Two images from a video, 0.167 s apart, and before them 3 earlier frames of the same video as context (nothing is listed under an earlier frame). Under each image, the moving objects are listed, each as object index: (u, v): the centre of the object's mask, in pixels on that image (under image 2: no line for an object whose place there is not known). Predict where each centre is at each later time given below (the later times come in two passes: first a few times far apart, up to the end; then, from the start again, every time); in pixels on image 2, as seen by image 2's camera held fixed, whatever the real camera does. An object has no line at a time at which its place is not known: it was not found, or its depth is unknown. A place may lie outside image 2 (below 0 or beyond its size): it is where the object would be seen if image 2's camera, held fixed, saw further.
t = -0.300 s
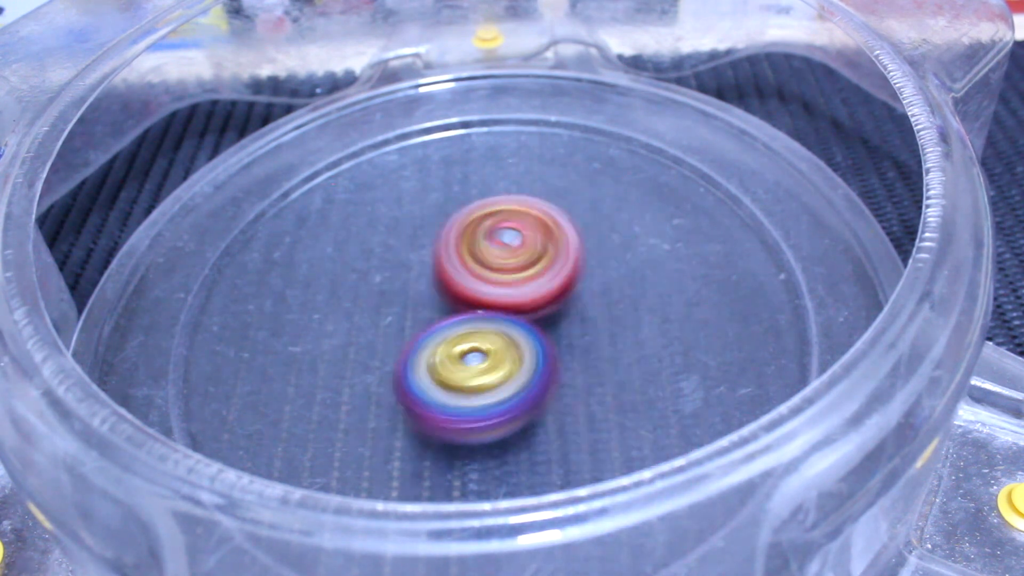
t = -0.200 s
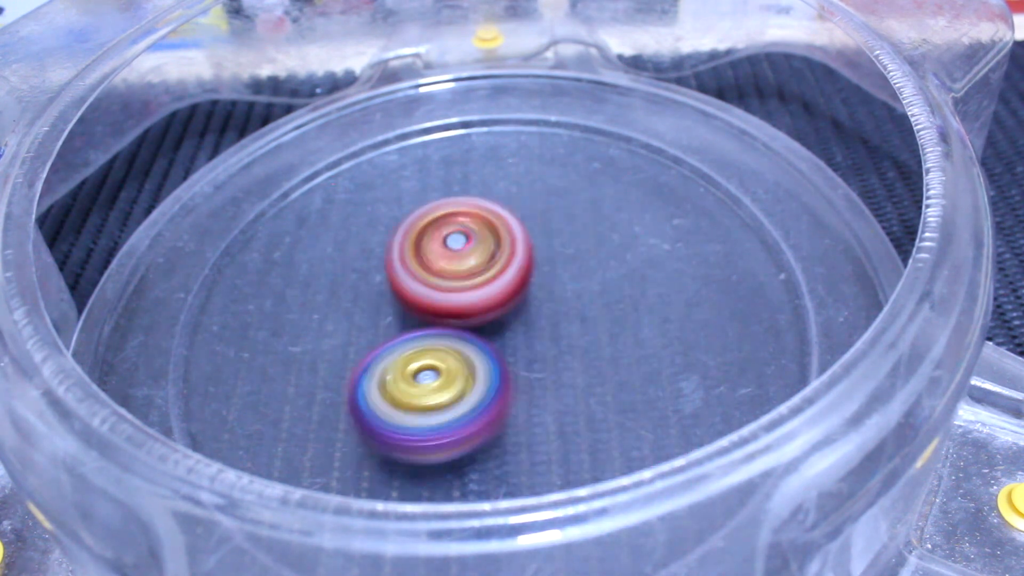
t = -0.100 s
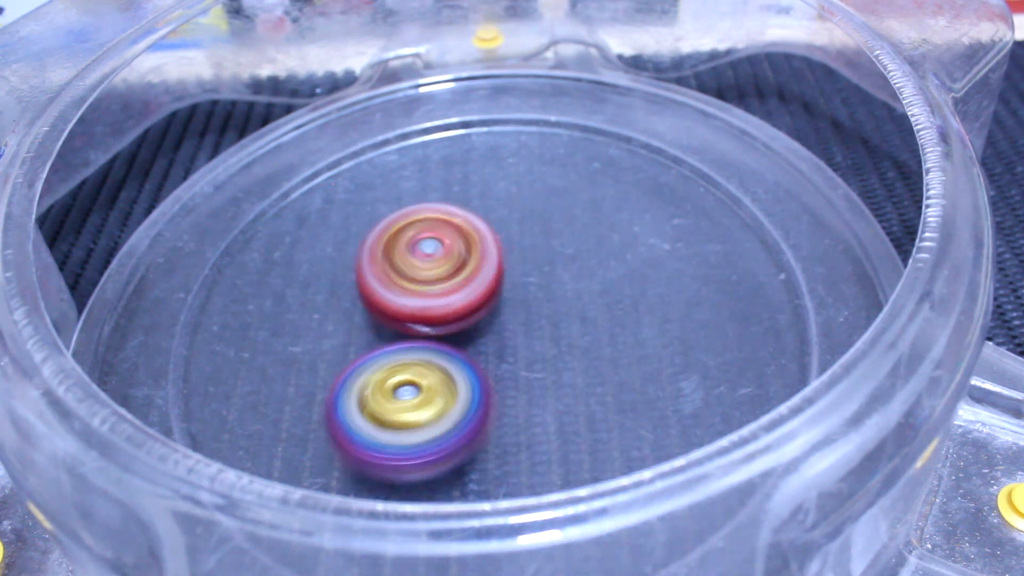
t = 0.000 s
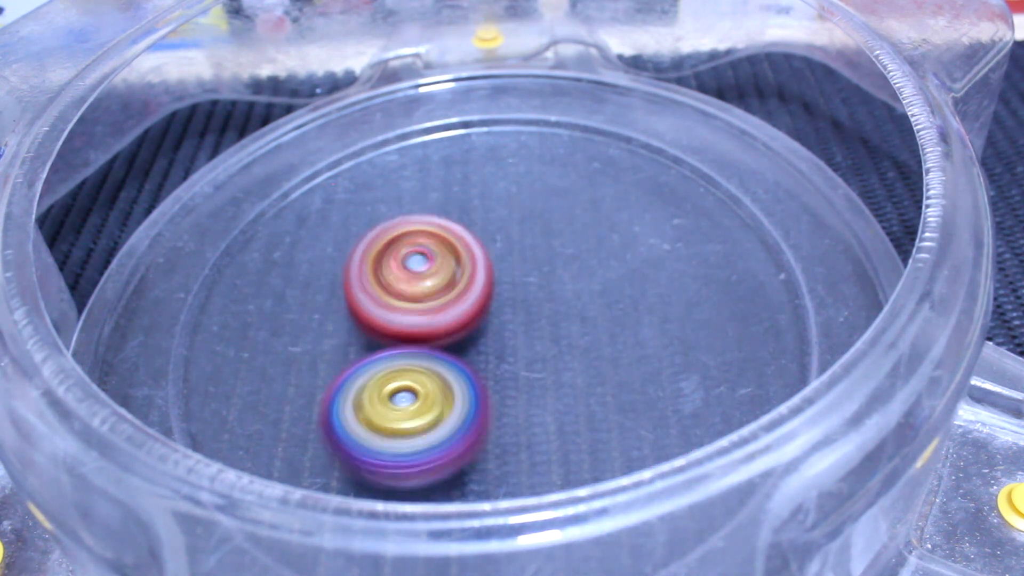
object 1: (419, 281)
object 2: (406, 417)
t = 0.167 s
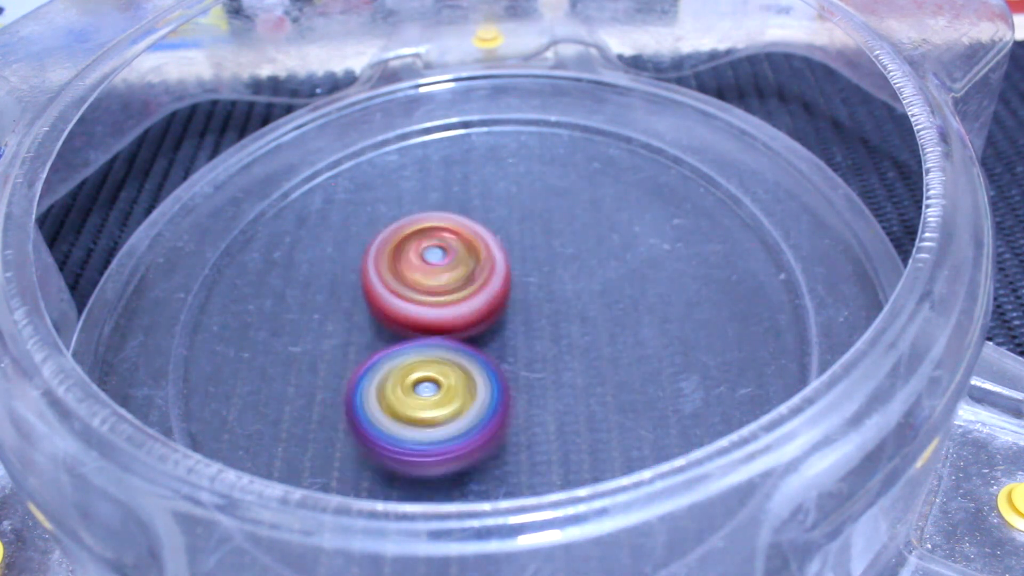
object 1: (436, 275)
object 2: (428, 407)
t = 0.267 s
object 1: (448, 261)
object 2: (432, 386)
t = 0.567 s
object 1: (514, 249)
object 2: (446, 387)
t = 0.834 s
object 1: (576, 279)
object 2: (395, 385)
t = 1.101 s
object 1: (558, 266)
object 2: (299, 406)
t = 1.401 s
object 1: (516, 308)
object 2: (375, 397)
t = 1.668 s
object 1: (562, 284)
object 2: (363, 325)
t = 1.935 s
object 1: (505, 275)
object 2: (337, 280)
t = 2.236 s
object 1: (486, 298)
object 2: (326, 297)
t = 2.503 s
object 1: (629, 323)
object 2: (241, 333)
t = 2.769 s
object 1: (554, 371)
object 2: (412, 311)
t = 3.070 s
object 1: (525, 348)
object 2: (439, 194)
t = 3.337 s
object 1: (479, 361)
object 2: (412, 199)
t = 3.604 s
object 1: (426, 430)
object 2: (371, 210)
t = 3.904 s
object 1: (473, 387)
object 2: (478, 246)
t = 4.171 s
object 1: (538, 346)
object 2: (527, 222)
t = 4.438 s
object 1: (535, 357)
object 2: (499, 204)
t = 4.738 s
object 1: (517, 452)
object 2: (429, 151)
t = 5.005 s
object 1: (491, 455)
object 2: (413, 275)
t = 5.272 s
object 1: (484, 459)
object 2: (533, 249)
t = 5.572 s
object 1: (446, 385)
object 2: (515, 230)
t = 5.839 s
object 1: (372, 350)
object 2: (492, 192)
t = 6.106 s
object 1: (358, 359)
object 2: (477, 261)
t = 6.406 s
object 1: (407, 357)
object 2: (580, 297)
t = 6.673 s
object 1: (399, 295)
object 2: (688, 260)
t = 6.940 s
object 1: (389, 284)
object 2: (613, 266)
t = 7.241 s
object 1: (394, 296)
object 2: (539, 367)
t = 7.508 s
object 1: (437, 281)
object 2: (542, 389)
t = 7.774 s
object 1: (446, 256)
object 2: (480, 387)
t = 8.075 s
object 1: (425, 266)
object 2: (448, 396)
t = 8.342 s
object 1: (434, 272)
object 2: (465, 392)
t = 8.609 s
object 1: (463, 242)
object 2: (508, 397)
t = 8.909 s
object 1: (453, 237)
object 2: (500, 375)
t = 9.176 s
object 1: (438, 275)
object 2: (483, 381)
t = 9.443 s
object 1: (405, 282)
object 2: (468, 385)
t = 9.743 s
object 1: (425, 286)
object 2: (477, 384)
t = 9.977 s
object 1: (432, 279)
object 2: (480, 384)
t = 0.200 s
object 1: (442, 271)
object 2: (431, 399)
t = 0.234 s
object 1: (446, 266)
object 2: (433, 392)
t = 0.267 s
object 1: (448, 261)
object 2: (432, 386)
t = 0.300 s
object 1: (449, 239)
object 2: (424, 402)
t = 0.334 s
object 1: (449, 220)
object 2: (425, 410)
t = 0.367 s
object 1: (450, 207)
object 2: (428, 414)
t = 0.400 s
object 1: (456, 200)
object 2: (432, 414)
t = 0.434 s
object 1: (464, 200)
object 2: (436, 413)
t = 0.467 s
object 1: (472, 206)
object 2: (441, 409)
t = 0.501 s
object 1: (483, 218)
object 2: (444, 403)
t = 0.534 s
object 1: (499, 233)
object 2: (447, 395)
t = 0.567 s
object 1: (514, 249)
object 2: (446, 387)
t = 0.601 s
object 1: (527, 264)
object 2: (444, 379)
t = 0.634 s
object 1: (541, 273)
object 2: (432, 379)
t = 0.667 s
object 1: (558, 273)
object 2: (421, 384)
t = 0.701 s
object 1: (570, 273)
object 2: (413, 383)
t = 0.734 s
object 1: (577, 273)
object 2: (407, 383)
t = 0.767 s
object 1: (581, 275)
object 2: (401, 384)
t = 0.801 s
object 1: (581, 277)
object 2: (397, 386)
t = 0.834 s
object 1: (576, 279)
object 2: (395, 385)
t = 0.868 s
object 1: (568, 281)
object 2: (393, 384)
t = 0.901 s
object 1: (557, 285)
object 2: (393, 381)
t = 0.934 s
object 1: (546, 289)
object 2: (394, 377)
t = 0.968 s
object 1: (534, 293)
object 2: (395, 373)
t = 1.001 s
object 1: (531, 291)
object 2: (375, 375)
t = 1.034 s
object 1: (544, 281)
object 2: (338, 387)
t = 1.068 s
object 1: (553, 272)
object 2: (314, 397)
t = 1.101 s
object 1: (558, 266)
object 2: (299, 406)
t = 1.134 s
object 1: (559, 263)
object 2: (294, 413)
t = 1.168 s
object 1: (557, 262)
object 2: (296, 417)
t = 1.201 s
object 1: (554, 263)
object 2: (302, 420)
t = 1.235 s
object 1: (548, 267)
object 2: (311, 421)
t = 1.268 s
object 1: (541, 272)
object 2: (324, 421)
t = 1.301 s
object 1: (533, 280)
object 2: (337, 419)
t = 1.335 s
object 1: (526, 288)
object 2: (349, 414)
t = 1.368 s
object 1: (520, 298)
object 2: (362, 407)
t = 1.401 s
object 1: (516, 308)
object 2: (375, 397)
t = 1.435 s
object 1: (522, 309)
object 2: (376, 390)
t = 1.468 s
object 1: (536, 304)
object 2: (372, 386)
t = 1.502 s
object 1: (546, 300)
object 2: (372, 377)
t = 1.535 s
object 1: (554, 296)
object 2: (372, 367)
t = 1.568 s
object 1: (558, 293)
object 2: (371, 356)
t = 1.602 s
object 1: (562, 290)
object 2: (370, 345)
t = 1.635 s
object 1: (563, 287)
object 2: (367, 334)
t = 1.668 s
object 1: (562, 284)
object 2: (363, 325)
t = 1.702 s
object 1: (559, 282)
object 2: (359, 317)
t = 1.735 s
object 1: (555, 280)
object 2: (355, 309)
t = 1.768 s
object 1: (549, 278)
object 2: (352, 301)
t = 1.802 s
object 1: (542, 277)
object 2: (348, 295)
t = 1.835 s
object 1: (533, 275)
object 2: (344, 290)
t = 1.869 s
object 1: (524, 275)
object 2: (341, 286)
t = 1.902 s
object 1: (515, 275)
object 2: (339, 283)
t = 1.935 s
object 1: (505, 275)
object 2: (337, 280)
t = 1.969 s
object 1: (495, 276)
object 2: (336, 279)
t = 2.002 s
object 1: (487, 278)
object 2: (335, 278)
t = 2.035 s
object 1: (485, 281)
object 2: (327, 279)
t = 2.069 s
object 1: (483, 283)
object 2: (322, 280)
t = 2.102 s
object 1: (481, 287)
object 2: (321, 282)
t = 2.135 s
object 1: (478, 290)
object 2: (323, 285)
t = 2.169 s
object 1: (480, 293)
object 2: (323, 288)
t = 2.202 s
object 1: (484, 296)
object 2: (322, 292)
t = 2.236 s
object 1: (486, 298)
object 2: (326, 297)
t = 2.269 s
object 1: (487, 301)
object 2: (331, 299)
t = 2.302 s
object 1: (527, 304)
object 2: (299, 299)
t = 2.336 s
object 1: (561, 306)
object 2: (269, 299)
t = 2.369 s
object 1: (587, 308)
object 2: (249, 302)
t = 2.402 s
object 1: (607, 310)
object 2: (235, 307)
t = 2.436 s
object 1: (620, 313)
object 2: (229, 315)
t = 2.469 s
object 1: (628, 317)
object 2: (232, 324)
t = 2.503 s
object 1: (629, 323)
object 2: (241, 333)
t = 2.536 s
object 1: (625, 329)
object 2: (255, 340)
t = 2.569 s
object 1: (617, 336)
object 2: (269, 342)
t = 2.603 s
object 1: (606, 343)
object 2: (289, 345)
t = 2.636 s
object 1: (594, 349)
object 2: (310, 344)
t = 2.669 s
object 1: (581, 356)
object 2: (336, 341)
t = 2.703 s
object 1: (571, 363)
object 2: (361, 333)
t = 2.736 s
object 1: (562, 368)
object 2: (387, 322)
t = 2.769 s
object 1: (554, 371)
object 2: (412, 311)
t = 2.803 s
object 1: (551, 373)
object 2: (430, 292)
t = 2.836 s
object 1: (553, 375)
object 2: (439, 271)
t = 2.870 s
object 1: (553, 374)
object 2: (445, 254)
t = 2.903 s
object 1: (552, 372)
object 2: (451, 237)
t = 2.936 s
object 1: (549, 369)
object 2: (453, 222)
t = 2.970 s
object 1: (544, 365)
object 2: (450, 211)
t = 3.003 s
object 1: (539, 360)
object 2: (447, 203)
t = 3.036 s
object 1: (532, 355)
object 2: (444, 196)
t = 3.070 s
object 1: (525, 348)
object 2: (439, 194)
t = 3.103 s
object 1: (518, 343)
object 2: (435, 192)
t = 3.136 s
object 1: (510, 339)
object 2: (430, 195)
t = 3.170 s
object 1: (502, 335)
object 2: (426, 199)
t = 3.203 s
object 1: (494, 332)
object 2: (424, 204)
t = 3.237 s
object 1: (485, 330)
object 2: (424, 210)
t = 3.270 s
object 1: (477, 328)
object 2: (422, 214)
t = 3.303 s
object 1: (474, 335)
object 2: (422, 216)
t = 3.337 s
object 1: (479, 361)
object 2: (412, 199)
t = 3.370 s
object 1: (480, 382)
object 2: (399, 188)
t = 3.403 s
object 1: (474, 404)
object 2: (388, 181)
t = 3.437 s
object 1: (463, 420)
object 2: (380, 182)
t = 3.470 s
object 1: (455, 427)
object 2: (374, 185)
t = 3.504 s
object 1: (446, 432)
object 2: (370, 190)
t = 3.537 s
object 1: (437, 434)
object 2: (369, 196)
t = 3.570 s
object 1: (431, 434)
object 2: (370, 204)
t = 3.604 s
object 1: (426, 430)
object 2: (371, 210)
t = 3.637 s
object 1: (425, 424)
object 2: (377, 220)
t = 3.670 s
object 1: (425, 414)
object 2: (382, 230)
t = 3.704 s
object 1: (427, 401)
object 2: (394, 242)
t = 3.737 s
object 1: (430, 389)
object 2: (407, 255)
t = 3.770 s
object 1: (435, 386)
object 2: (425, 260)
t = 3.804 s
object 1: (444, 390)
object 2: (439, 256)
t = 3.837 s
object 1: (453, 390)
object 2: (451, 253)
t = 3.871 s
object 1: (463, 390)
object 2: (465, 248)
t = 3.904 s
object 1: (473, 387)
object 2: (478, 246)
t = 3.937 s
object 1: (483, 384)
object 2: (488, 241)
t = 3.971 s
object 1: (494, 380)
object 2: (498, 237)
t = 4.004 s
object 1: (504, 376)
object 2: (505, 234)
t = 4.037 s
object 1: (513, 370)
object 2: (511, 232)
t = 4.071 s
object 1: (521, 363)
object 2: (517, 231)
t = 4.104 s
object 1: (528, 357)
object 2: (522, 229)
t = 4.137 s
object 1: (534, 349)
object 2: (525, 226)
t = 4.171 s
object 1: (538, 346)
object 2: (527, 222)
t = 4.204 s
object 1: (544, 358)
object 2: (527, 205)
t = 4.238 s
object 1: (546, 367)
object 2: (525, 191)
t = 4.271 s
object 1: (545, 370)
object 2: (519, 186)
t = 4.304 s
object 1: (546, 369)
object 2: (514, 185)
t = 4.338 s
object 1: (544, 367)
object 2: (510, 189)
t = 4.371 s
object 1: (542, 364)
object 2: (505, 194)
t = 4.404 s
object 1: (539, 361)
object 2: (501, 199)
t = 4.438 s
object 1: (535, 357)
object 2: (499, 204)
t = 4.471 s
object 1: (531, 355)
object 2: (494, 212)
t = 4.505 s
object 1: (526, 351)
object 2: (494, 220)
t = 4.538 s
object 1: (522, 347)
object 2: (491, 227)
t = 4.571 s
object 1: (523, 362)
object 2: (488, 225)
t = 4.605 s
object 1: (532, 402)
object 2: (478, 194)
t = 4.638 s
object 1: (533, 426)
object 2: (469, 174)
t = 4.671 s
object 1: (532, 438)
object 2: (458, 156)
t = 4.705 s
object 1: (526, 447)
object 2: (444, 152)
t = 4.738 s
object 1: (517, 452)
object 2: (429, 151)
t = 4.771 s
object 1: (513, 457)
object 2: (416, 154)
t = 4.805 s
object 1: (509, 459)
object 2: (406, 163)
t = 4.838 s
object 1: (505, 461)
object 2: (398, 175)
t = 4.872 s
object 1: (500, 462)
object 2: (391, 190)
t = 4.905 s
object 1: (498, 462)
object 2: (387, 208)
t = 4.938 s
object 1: (496, 461)
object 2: (389, 228)
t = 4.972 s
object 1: (494, 458)
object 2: (400, 252)
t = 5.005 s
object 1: (491, 455)
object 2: (413, 275)
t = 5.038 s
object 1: (488, 450)
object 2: (431, 296)
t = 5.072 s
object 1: (484, 446)
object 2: (449, 313)
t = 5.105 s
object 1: (484, 444)
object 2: (474, 318)
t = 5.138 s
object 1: (488, 456)
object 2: (488, 301)
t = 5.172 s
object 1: (489, 461)
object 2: (501, 285)
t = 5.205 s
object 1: (490, 462)
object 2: (514, 272)
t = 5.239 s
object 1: (487, 461)
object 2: (525, 261)
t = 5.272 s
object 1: (484, 459)
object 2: (533, 249)
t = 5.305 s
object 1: (480, 456)
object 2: (537, 239)
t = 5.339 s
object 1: (477, 452)
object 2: (536, 233)
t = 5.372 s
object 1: (473, 448)
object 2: (536, 228)
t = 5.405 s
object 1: (470, 442)
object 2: (534, 226)
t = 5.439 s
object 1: (465, 437)
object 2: (534, 225)
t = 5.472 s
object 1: (461, 430)
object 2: (529, 226)
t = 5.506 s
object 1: (456, 420)
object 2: (526, 226)
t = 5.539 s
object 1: (451, 403)
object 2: (520, 228)
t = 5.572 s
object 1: (446, 385)
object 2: (515, 230)
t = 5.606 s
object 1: (441, 369)
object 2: (509, 233)
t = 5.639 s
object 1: (437, 349)
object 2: (505, 237)
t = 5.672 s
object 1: (423, 348)
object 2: (505, 231)
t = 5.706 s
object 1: (406, 352)
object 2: (510, 214)
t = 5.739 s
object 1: (394, 353)
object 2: (508, 202)
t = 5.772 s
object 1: (385, 353)
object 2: (501, 194)
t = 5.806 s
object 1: (379, 350)
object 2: (495, 192)
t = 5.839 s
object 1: (372, 350)
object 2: (492, 192)
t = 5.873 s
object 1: (368, 349)
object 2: (488, 196)
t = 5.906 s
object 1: (364, 349)
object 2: (483, 200)
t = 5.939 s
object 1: (363, 350)
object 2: (479, 205)
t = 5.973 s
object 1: (361, 349)
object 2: (475, 212)
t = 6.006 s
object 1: (360, 351)
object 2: (472, 222)
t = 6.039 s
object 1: (359, 350)
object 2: (470, 236)
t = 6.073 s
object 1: (361, 354)
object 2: (469, 250)
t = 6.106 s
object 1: (358, 359)
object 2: (477, 261)
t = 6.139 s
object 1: (355, 370)
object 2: (490, 267)
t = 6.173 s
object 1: (360, 373)
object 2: (500, 274)
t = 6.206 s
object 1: (368, 372)
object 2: (512, 280)
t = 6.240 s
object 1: (374, 371)
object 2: (526, 286)
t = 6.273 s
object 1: (378, 371)
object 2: (539, 291)
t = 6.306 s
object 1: (383, 369)
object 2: (551, 294)
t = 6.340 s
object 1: (389, 367)
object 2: (564, 297)
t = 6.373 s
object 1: (399, 362)
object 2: (571, 297)
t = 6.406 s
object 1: (407, 357)
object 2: (580, 297)
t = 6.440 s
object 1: (419, 349)
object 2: (585, 297)
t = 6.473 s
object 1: (430, 342)
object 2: (589, 297)
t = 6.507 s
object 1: (441, 331)
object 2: (595, 297)
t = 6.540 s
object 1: (430, 324)
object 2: (621, 291)
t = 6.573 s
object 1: (417, 319)
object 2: (650, 282)
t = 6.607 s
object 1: (409, 311)
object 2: (668, 273)
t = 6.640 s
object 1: (405, 300)
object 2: (679, 267)
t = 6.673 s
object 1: (399, 295)
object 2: (688, 260)
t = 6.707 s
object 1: (392, 292)
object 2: (691, 256)
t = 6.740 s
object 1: (388, 285)
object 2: (688, 253)
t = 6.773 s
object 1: (386, 283)
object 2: (688, 250)
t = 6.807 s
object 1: (382, 282)
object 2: (680, 249)
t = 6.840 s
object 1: (380, 284)
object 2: (668, 250)
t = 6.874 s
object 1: (383, 283)
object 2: (653, 253)
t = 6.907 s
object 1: (387, 283)
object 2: (634, 257)
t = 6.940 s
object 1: (389, 284)
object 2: (613, 266)
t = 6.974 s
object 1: (390, 283)
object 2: (592, 277)
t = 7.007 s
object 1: (392, 284)
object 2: (569, 286)
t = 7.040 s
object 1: (396, 285)
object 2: (547, 298)
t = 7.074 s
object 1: (389, 287)
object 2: (538, 308)
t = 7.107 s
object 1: (381, 288)
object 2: (540, 319)
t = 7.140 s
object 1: (376, 292)
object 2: (541, 329)
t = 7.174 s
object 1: (379, 296)
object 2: (538, 342)
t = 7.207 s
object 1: (386, 297)
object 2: (536, 356)
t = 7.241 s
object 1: (394, 296)
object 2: (539, 367)
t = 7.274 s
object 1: (399, 294)
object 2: (538, 377)
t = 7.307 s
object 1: (402, 294)
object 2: (541, 386)
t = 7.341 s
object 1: (406, 293)
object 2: (543, 389)
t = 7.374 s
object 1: (412, 293)
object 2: (540, 392)
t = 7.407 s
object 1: (418, 292)
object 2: (542, 391)
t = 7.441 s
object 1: (422, 290)
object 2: (543, 390)
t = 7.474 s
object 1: (429, 285)
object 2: (544, 389)
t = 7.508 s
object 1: (437, 281)
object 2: (542, 389)
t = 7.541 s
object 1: (442, 278)
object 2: (534, 387)
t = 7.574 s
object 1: (446, 273)
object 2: (530, 382)
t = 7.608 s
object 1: (449, 269)
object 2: (521, 380)
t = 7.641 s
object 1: (448, 267)
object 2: (512, 376)
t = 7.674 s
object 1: (450, 262)
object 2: (502, 371)
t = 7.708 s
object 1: (449, 257)
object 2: (491, 378)
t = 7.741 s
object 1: (448, 255)
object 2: (485, 382)
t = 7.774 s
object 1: (446, 256)
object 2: (480, 387)
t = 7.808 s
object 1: (441, 256)
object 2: (472, 391)
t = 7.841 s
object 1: (442, 257)
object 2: (467, 392)
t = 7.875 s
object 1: (441, 259)
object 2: (464, 393)
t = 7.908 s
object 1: (442, 259)
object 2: (466, 390)
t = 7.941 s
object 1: (441, 263)
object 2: (464, 391)
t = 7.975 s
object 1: (440, 263)
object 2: (460, 387)
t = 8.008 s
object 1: (438, 267)
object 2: (452, 391)
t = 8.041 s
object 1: (433, 266)
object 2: (453, 394)
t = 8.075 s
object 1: (425, 266)
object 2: (448, 396)
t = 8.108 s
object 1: (420, 267)
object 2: (450, 392)
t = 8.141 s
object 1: (420, 269)
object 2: (451, 391)
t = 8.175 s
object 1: (423, 270)
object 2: (459, 391)
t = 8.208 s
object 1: (426, 270)
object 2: (459, 396)
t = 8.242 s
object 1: (430, 268)
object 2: (459, 396)
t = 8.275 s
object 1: (433, 272)
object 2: (459, 396)
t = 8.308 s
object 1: (436, 271)
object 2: (467, 393)
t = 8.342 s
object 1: (434, 272)
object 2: (465, 392)
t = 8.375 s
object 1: (437, 271)
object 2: (465, 388)
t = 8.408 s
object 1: (441, 268)
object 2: (469, 397)
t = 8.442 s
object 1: (446, 258)
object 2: (478, 401)
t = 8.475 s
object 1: (455, 251)
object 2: (485, 405)
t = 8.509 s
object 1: (460, 248)
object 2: (488, 409)
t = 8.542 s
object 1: (464, 245)
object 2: (496, 408)
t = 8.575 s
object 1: (464, 243)
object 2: (503, 404)
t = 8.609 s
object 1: (463, 242)
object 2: (508, 397)
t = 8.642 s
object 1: (460, 241)
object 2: (512, 390)
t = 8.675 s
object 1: (454, 244)
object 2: (509, 383)
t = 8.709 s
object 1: (454, 241)
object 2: (509, 373)
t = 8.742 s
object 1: (451, 240)
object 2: (508, 363)
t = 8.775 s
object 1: (451, 242)
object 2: (501, 356)
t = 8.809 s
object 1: (450, 242)
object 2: (503, 347)
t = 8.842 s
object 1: (445, 240)
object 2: (505, 354)
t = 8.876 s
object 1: (447, 238)
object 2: (504, 363)
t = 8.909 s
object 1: (453, 237)
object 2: (500, 375)
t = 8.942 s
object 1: (459, 238)
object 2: (494, 382)
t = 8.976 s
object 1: (461, 242)
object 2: (492, 384)
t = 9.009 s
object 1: (460, 247)
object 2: (495, 382)
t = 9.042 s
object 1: (457, 252)
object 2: (496, 383)
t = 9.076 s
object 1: (451, 258)
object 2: (495, 383)
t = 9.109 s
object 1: (448, 267)
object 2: (492, 382)
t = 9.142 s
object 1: (444, 272)
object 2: (488, 381)
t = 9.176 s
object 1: (438, 275)
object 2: (483, 381)
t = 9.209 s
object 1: (430, 279)
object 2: (481, 383)
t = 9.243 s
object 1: (420, 279)
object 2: (475, 383)
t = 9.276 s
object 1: (412, 280)
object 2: (471, 384)
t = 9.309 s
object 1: (403, 280)
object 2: (468, 385)
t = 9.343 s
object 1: (399, 279)
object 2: (468, 385)
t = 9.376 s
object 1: (402, 278)
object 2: (467, 385)
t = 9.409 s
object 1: (405, 280)
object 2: (467, 385)
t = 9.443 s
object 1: (405, 282)
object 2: (468, 385)
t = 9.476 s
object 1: (405, 283)
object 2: (469, 385)
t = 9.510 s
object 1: (406, 283)
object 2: (472, 384)
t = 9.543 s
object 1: (407, 285)
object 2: (477, 382)
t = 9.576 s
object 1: (410, 286)
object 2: (481, 382)
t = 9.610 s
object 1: (414, 289)
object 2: (484, 382)
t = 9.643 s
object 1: (416, 291)
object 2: (484, 382)
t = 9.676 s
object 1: (419, 291)
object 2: (482, 382)
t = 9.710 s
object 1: (422, 290)
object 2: (479, 383)
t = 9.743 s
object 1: (425, 286)
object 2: (477, 384)
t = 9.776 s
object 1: (432, 285)
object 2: (477, 384)
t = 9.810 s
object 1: (435, 285)
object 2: (479, 384)
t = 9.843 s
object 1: (435, 284)
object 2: (480, 384)
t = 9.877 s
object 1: (434, 282)
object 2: (481, 384)
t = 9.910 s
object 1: (433, 279)
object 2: (482, 384)
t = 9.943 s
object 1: (432, 279)
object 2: (481, 384)
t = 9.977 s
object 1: (432, 279)
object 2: (480, 384)
